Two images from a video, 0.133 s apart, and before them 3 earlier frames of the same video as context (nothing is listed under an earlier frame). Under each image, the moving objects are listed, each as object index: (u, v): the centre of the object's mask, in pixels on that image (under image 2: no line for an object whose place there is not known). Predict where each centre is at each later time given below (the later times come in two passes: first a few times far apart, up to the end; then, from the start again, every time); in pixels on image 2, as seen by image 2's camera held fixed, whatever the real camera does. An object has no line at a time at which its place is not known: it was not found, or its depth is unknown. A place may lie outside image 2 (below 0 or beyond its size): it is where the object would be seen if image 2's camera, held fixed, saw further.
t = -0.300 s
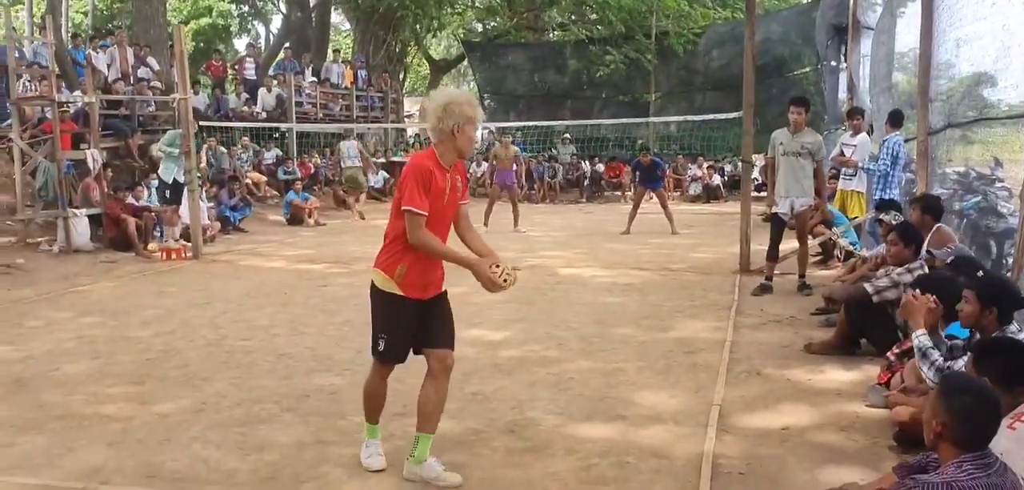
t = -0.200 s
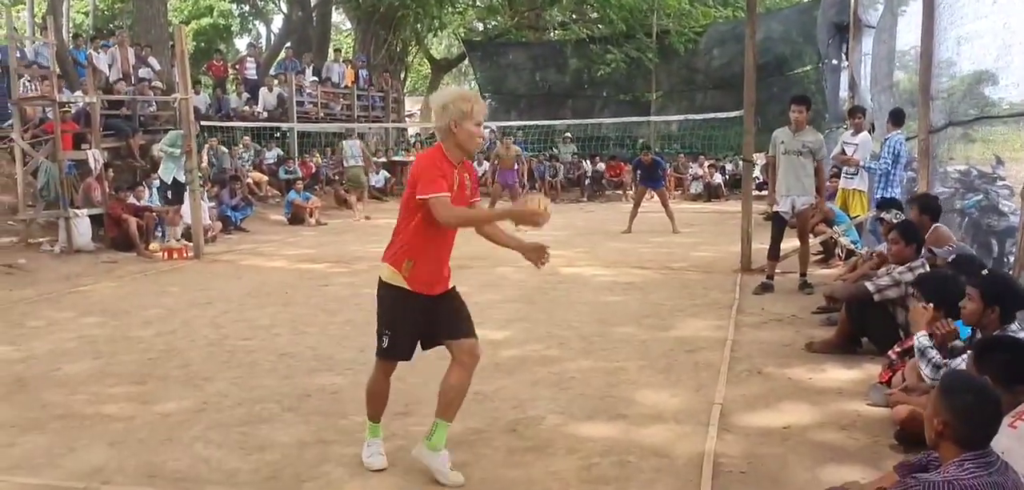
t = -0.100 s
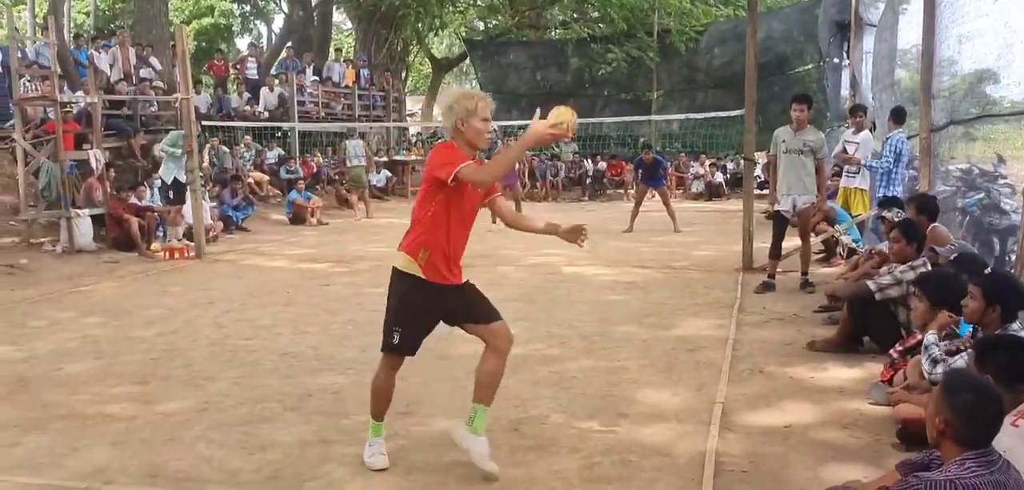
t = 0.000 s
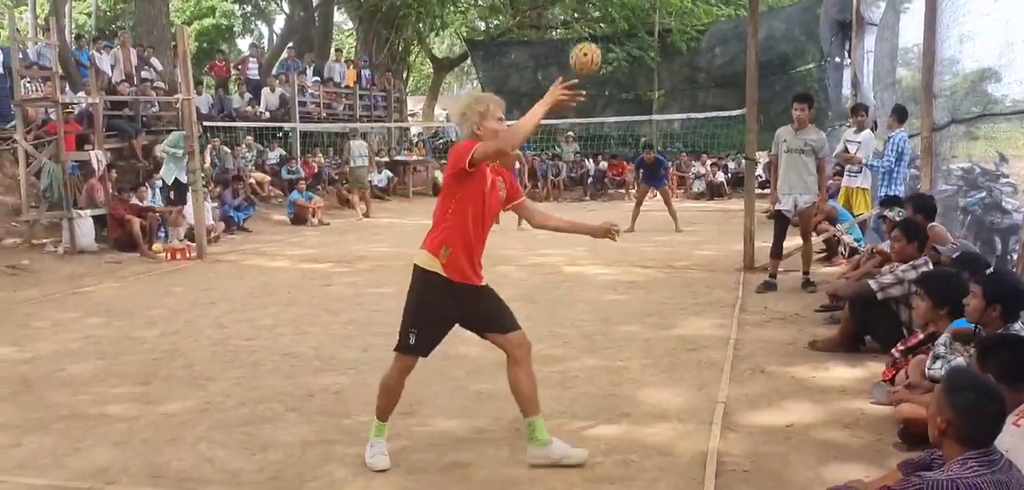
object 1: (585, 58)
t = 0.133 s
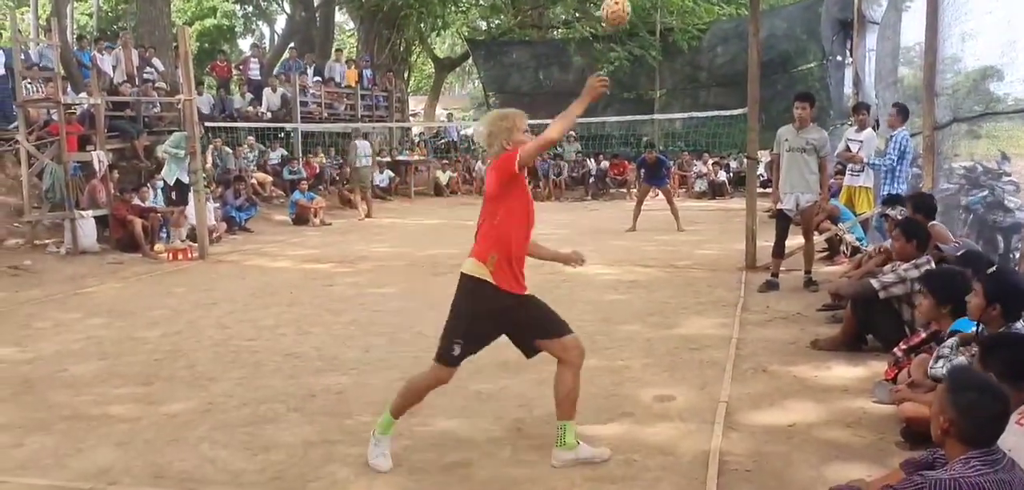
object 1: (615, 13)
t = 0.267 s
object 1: (642, 11)
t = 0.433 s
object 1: (675, 57)
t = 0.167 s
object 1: (622, 10)
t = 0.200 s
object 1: (629, 9)
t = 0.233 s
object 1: (636, 9)
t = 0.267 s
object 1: (642, 11)
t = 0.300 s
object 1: (650, 14)
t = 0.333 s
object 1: (656, 22)
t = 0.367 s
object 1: (663, 32)
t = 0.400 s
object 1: (669, 43)
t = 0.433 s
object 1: (675, 57)
